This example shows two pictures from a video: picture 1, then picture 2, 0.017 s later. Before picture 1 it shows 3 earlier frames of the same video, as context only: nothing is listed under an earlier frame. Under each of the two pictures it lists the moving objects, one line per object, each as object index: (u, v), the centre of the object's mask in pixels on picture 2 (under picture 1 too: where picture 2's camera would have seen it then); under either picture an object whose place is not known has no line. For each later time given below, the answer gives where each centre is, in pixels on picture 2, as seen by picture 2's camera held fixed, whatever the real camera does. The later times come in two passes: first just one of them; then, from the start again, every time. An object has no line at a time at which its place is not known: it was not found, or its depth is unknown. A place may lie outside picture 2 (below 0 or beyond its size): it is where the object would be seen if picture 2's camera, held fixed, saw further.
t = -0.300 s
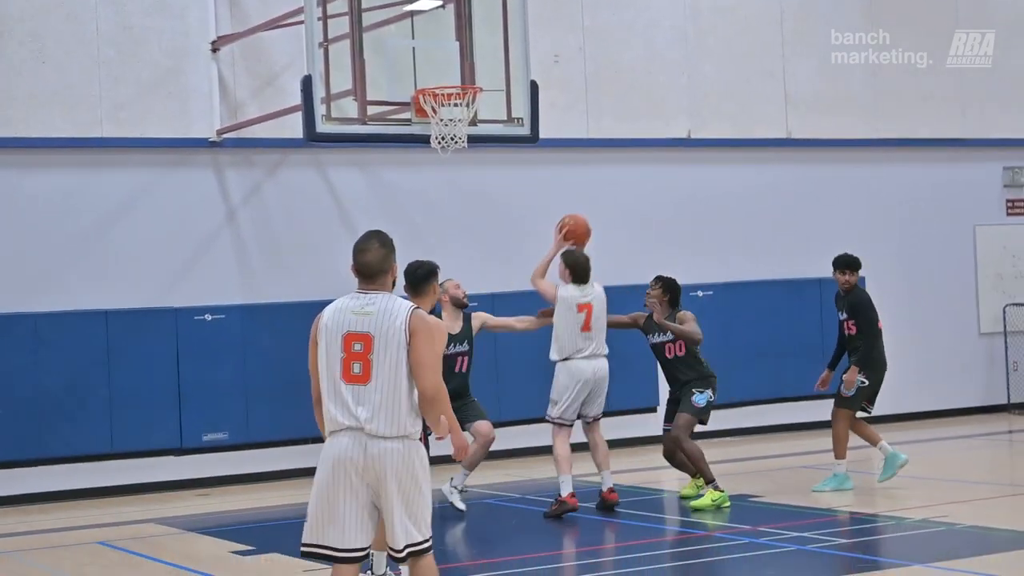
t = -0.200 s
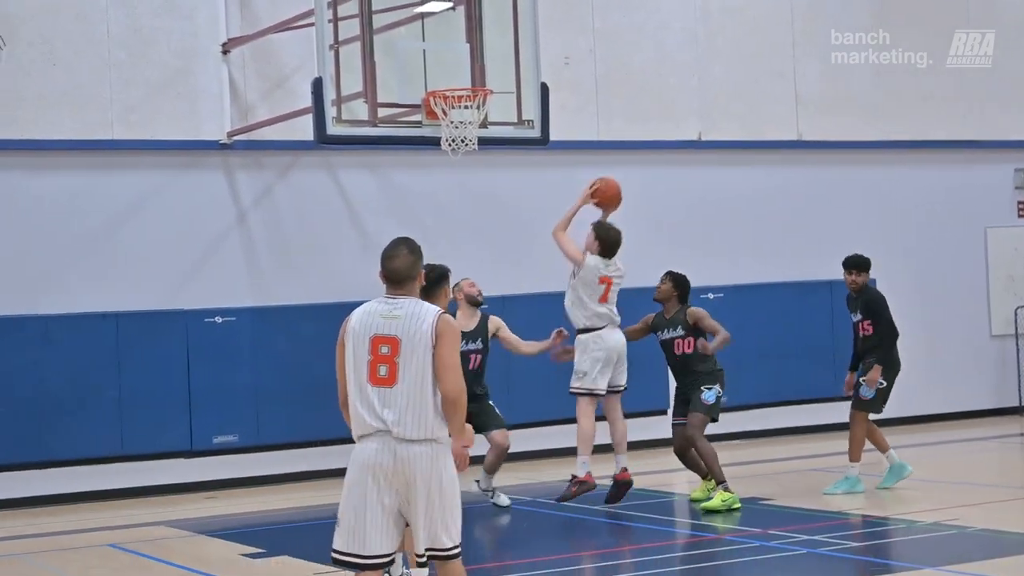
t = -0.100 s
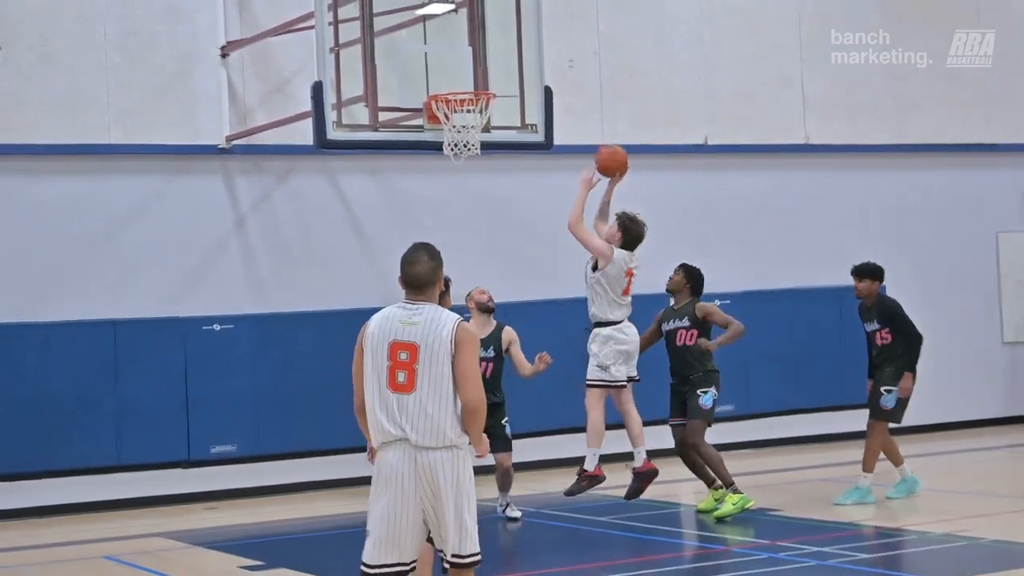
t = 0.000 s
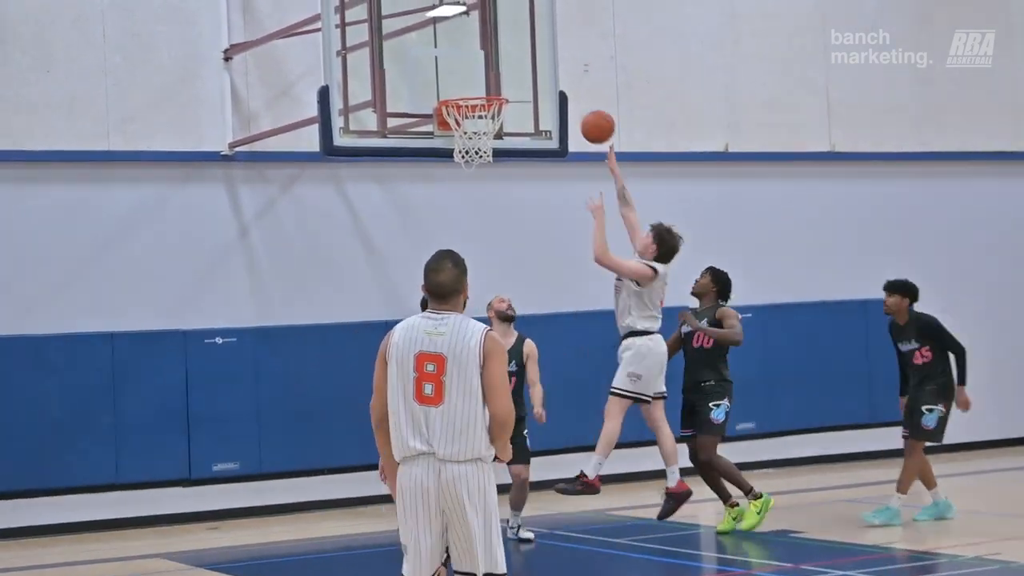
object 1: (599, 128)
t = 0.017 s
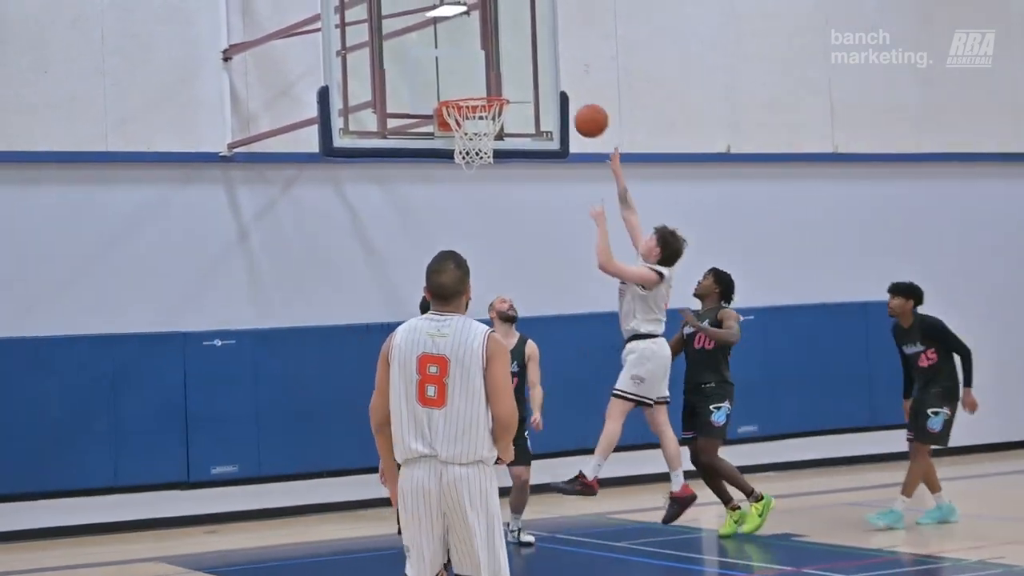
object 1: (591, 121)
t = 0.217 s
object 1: (496, 68)
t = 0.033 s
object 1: (582, 114)
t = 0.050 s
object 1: (575, 108)
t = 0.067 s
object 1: (567, 102)
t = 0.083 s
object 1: (559, 96)
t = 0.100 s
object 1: (551, 92)
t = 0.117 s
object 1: (543, 88)
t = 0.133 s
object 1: (535, 83)
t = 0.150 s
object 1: (527, 79)
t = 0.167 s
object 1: (520, 76)
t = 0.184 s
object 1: (512, 73)
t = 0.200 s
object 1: (504, 71)
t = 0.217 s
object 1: (496, 68)
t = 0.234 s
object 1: (489, 66)
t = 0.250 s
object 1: (480, 65)
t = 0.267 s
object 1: (474, 63)
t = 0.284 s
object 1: (466, 63)
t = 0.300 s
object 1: (464, 62)
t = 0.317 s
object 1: (463, 61)
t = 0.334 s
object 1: (462, 61)
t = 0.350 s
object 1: (460, 61)
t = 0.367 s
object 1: (459, 62)
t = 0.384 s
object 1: (458, 62)
